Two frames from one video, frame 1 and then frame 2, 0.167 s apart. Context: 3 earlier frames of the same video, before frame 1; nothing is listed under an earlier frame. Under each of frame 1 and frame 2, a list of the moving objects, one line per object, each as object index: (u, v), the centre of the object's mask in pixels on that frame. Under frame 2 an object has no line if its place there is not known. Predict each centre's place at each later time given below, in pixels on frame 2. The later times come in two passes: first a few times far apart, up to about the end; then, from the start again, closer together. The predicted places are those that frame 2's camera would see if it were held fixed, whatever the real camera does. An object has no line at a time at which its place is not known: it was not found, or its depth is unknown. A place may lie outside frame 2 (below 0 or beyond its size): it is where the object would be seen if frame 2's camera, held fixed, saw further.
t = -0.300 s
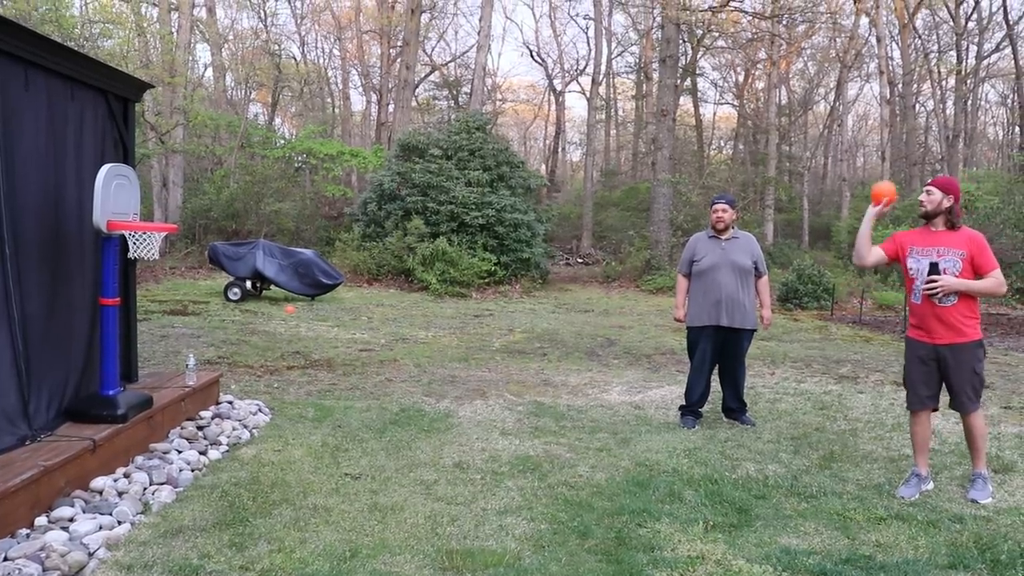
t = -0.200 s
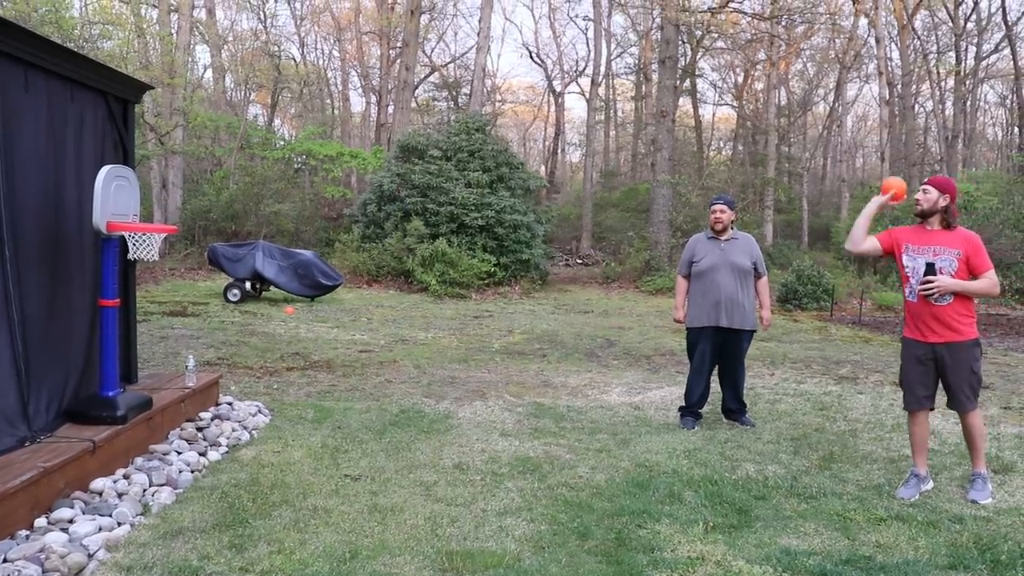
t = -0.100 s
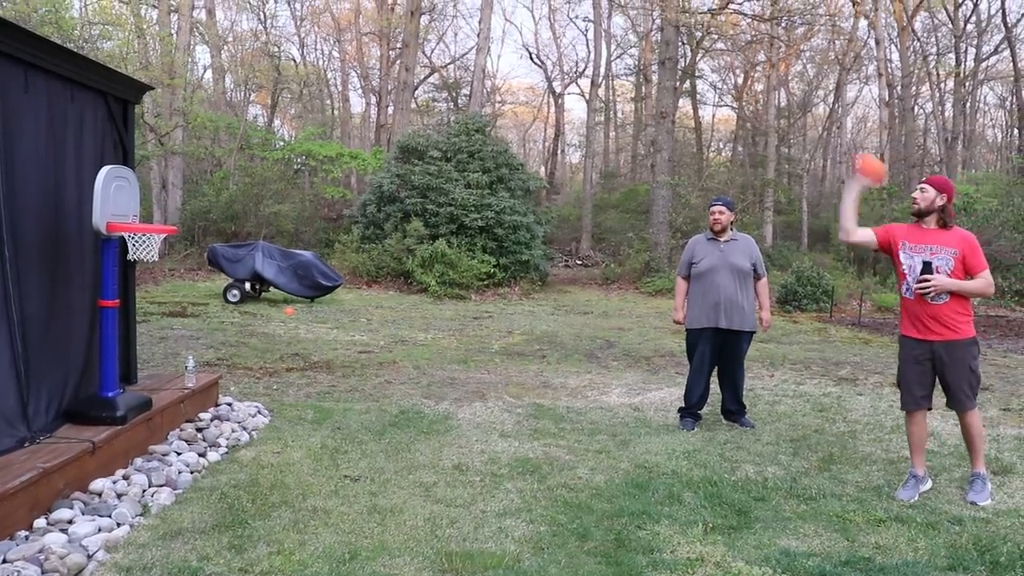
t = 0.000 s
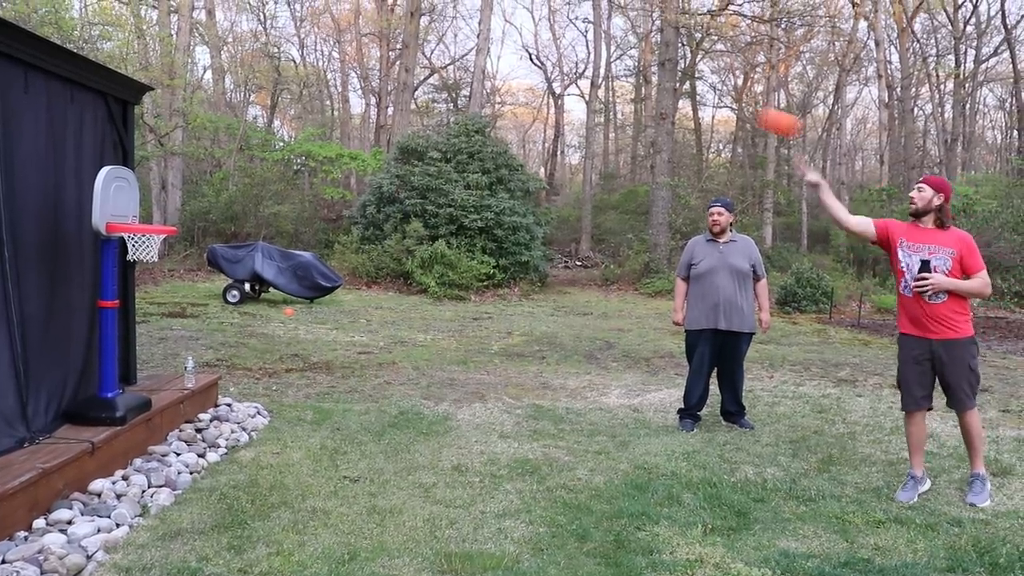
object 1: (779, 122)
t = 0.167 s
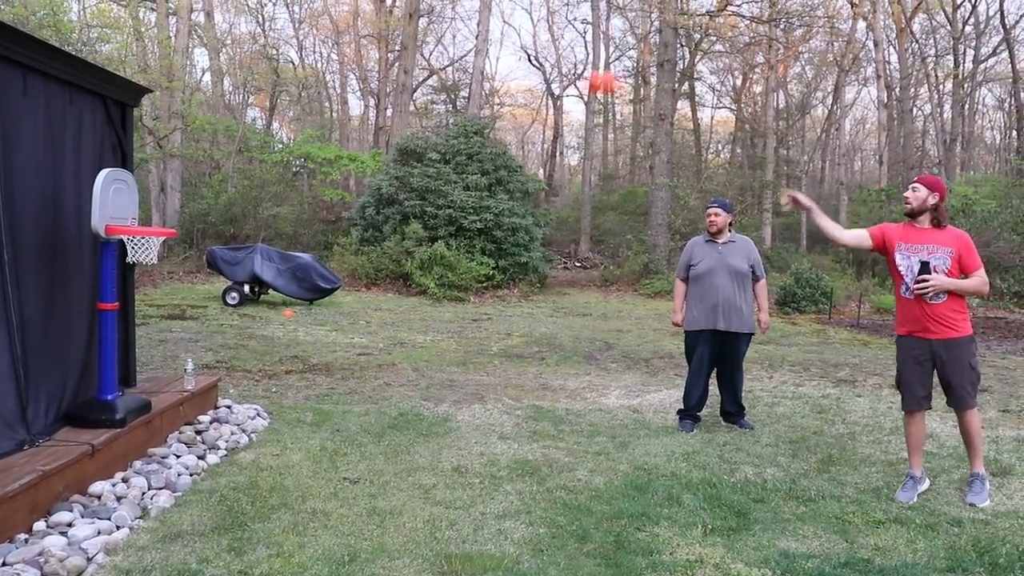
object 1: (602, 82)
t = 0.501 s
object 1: (265, 155)
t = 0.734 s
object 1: (128, 268)
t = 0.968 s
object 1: (137, 393)
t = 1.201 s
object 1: (200, 404)
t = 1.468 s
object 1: (304, 387)
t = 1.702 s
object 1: (385, 459)
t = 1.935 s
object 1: (431, 426)
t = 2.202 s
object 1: (482, 439)
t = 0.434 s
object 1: (329, 126)
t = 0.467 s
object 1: (300, 138)
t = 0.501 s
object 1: (265, 155)
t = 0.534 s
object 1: (235, 171)
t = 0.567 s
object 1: (205, 190)
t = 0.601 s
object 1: (176, 210)
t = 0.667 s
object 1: (127, 253)
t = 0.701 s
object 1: (128, 260)
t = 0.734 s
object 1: (128, 268)
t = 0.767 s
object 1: (129, 279)
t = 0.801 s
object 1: (131, 292)
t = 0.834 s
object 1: (131, 309)
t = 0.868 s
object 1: (132, 326)
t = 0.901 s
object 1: (134, 343)
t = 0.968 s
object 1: (137, 393)
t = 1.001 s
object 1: (138, 418)
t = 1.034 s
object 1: (140, 443)
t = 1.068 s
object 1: (147, 461)
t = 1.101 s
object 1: (161, 443)
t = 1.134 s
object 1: (174, 428)
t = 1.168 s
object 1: (187, 415)
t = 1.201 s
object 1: (200, 404)
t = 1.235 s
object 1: (214, 394)
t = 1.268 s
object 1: (228, 386)
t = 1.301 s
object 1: (241, 382)
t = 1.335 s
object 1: (254, 380)
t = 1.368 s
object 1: (267, 378)
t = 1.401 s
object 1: (279, 379)
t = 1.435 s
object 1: (292, 382)
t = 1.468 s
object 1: (304, 387)
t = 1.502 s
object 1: (314, 392)
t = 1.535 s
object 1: (326, 399)
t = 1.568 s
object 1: (338, 409)
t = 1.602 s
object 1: (352, 419)
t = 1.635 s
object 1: (363, 431)
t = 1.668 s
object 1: (374, 446)
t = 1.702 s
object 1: (385, 459)
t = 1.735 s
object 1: (392, 455)
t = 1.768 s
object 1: (398, 445)
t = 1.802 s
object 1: (405, 438)
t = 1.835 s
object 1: (411, 432)
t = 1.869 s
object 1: (418, 427)
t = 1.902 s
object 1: (424, 426)
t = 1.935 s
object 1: (431, 426)
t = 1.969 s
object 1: (437, 427)
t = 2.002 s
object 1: (443, 431)
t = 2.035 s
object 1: (449, 435)
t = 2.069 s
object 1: (455, 442)
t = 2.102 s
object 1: (461, 447)
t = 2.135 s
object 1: (468, 444)
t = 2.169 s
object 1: (475, 441)
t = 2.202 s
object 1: (482, 439)
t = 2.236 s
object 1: (488, 439)
